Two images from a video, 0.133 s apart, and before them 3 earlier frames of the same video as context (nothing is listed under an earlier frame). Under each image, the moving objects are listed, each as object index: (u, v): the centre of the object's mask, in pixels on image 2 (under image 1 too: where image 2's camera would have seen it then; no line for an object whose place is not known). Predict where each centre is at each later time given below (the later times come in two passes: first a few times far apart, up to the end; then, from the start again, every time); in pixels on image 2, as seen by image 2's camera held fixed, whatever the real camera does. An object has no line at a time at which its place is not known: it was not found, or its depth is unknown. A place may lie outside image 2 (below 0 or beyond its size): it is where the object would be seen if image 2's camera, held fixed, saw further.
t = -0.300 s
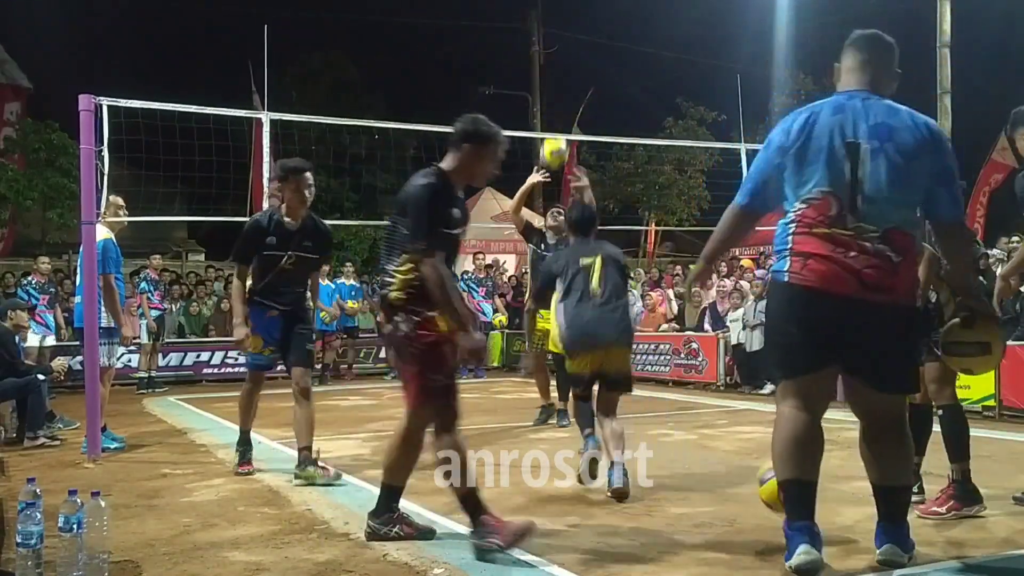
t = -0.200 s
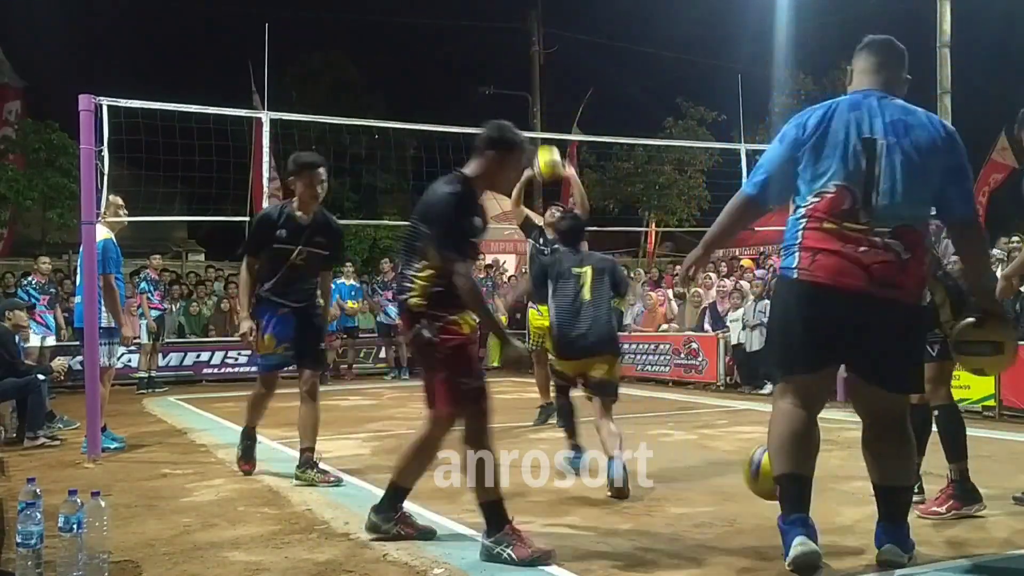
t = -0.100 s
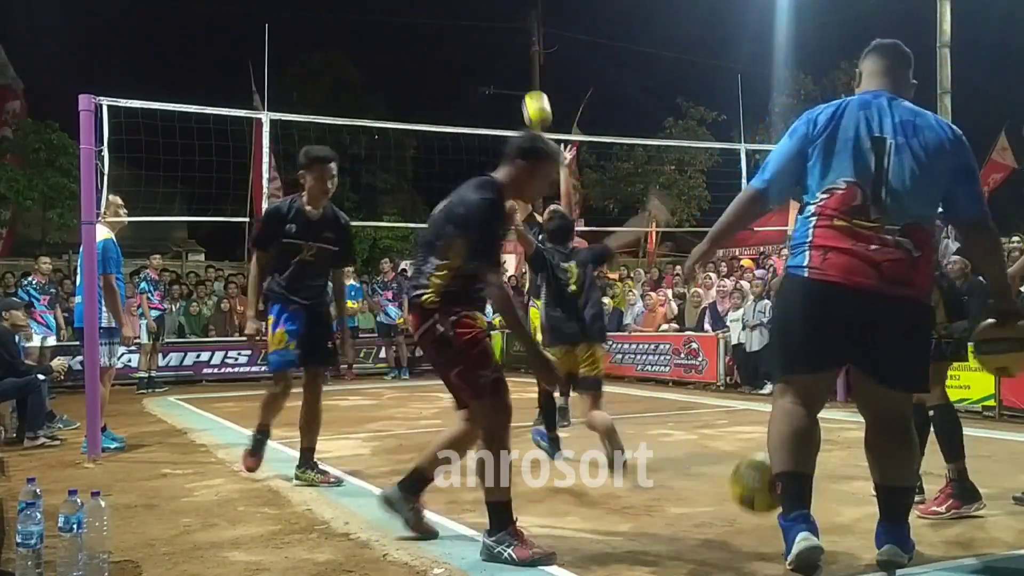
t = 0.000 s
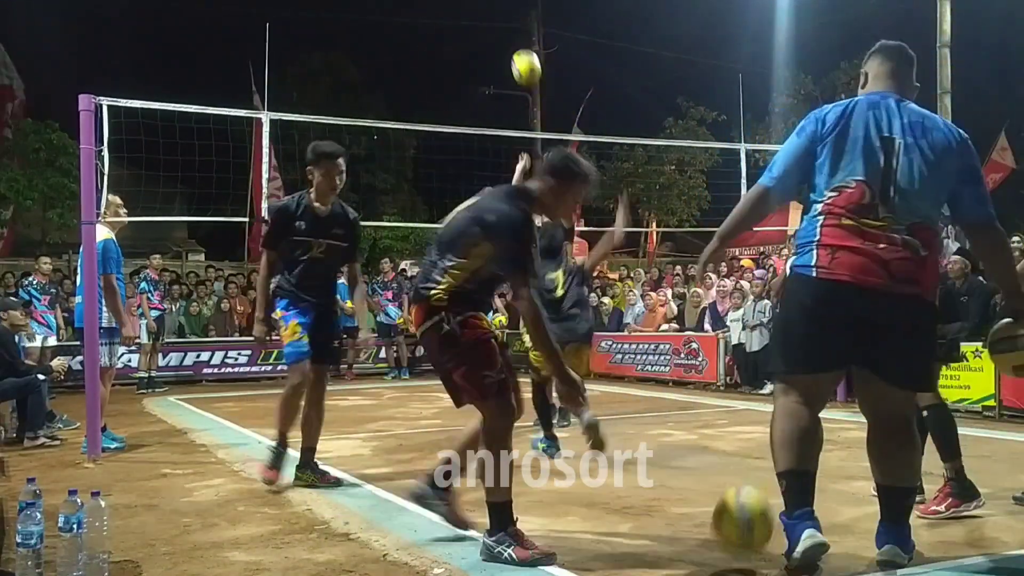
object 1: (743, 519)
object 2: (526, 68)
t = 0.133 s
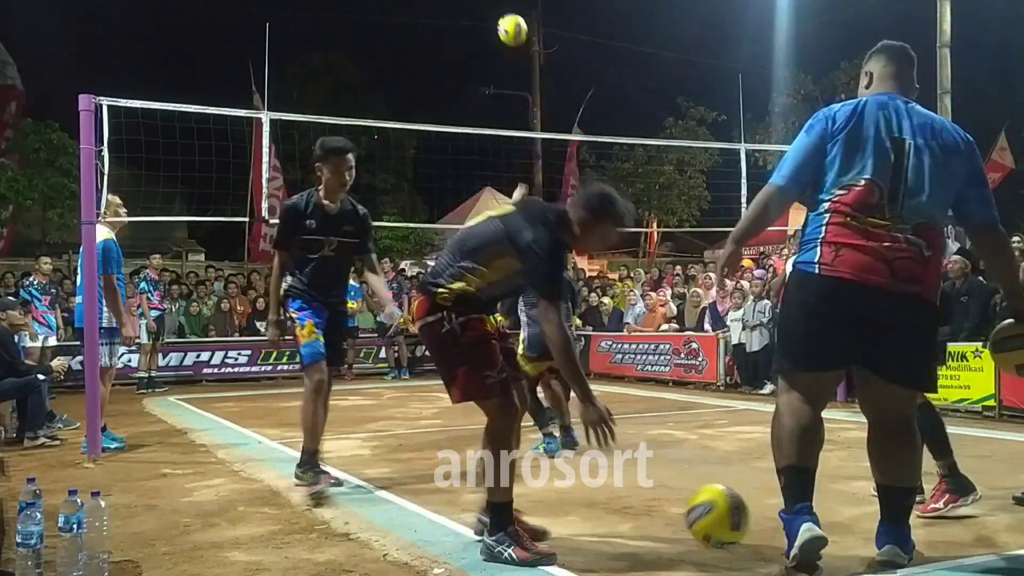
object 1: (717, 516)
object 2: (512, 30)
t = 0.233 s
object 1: (698, 522)
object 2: (502, 16)
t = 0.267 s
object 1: (689, 530)
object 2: (499, 14)
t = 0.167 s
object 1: (711, 515)
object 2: (509, 24)
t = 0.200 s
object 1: (704, 517)
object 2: (506, 19)
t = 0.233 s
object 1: (698, 522)
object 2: (502, 16)
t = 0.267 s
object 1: (689, 530)
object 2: (499, 14)
